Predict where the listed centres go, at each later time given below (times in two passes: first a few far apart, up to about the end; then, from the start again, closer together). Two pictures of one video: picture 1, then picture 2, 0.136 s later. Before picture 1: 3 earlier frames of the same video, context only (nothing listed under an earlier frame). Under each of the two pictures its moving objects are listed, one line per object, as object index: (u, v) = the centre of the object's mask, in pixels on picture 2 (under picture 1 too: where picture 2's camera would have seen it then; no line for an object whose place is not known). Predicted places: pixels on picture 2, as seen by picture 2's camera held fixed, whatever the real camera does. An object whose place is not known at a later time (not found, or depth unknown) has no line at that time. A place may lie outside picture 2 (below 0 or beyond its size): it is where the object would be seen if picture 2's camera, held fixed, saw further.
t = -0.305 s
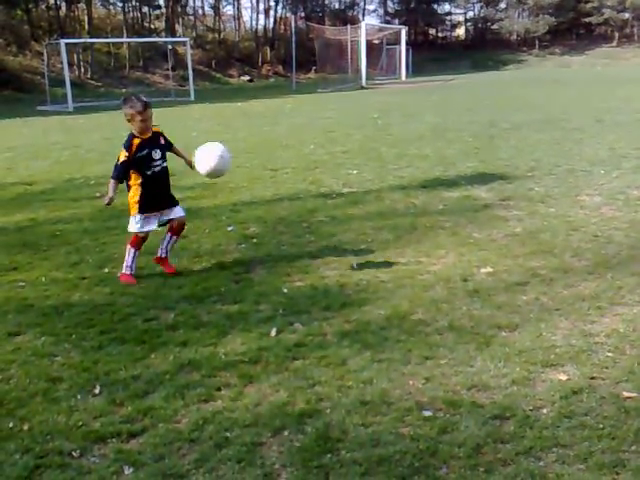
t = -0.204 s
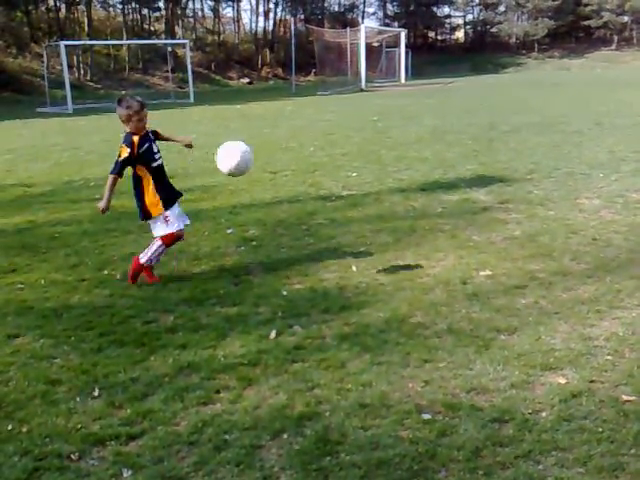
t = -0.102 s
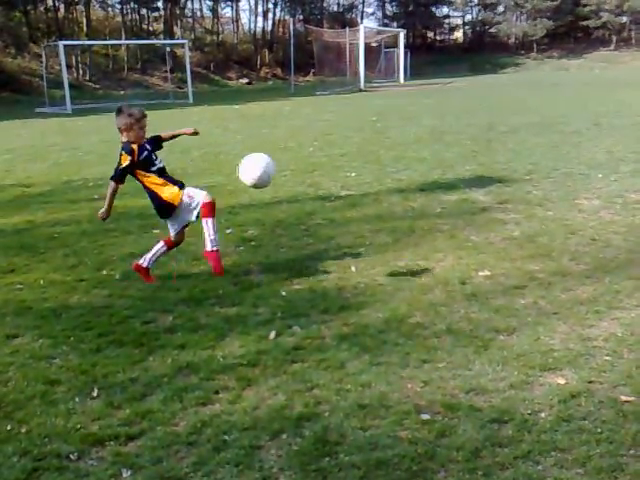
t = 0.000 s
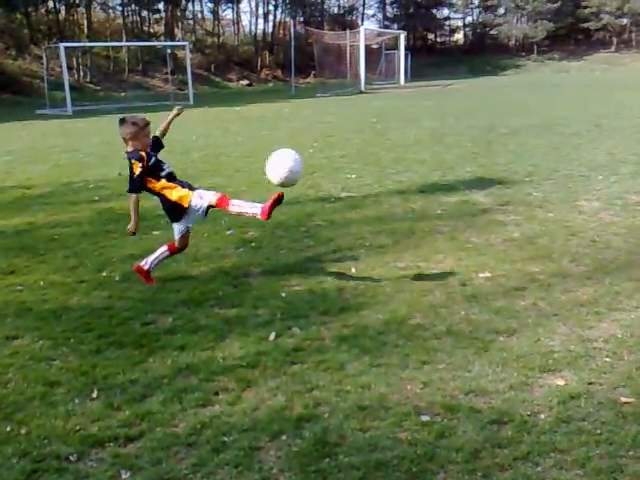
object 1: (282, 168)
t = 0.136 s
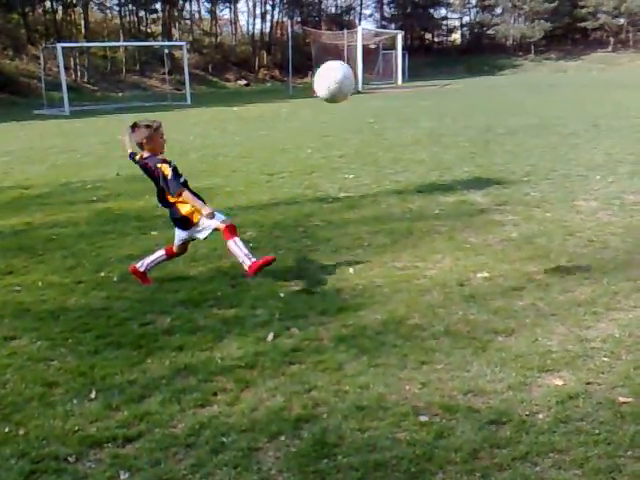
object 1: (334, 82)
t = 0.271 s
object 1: (393, 20)
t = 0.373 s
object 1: (439, 8)
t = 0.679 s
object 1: (596, 54)
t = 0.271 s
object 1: (393, 20)
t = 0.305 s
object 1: (408, 14)
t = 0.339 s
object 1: (423, 11)
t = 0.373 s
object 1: (439, 8)
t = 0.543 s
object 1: (524, 9)
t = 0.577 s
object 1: (543, 17)
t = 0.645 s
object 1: (579, 37)
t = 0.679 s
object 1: (596, 54)
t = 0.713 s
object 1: (614, 71)
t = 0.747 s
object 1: (632, 92)
